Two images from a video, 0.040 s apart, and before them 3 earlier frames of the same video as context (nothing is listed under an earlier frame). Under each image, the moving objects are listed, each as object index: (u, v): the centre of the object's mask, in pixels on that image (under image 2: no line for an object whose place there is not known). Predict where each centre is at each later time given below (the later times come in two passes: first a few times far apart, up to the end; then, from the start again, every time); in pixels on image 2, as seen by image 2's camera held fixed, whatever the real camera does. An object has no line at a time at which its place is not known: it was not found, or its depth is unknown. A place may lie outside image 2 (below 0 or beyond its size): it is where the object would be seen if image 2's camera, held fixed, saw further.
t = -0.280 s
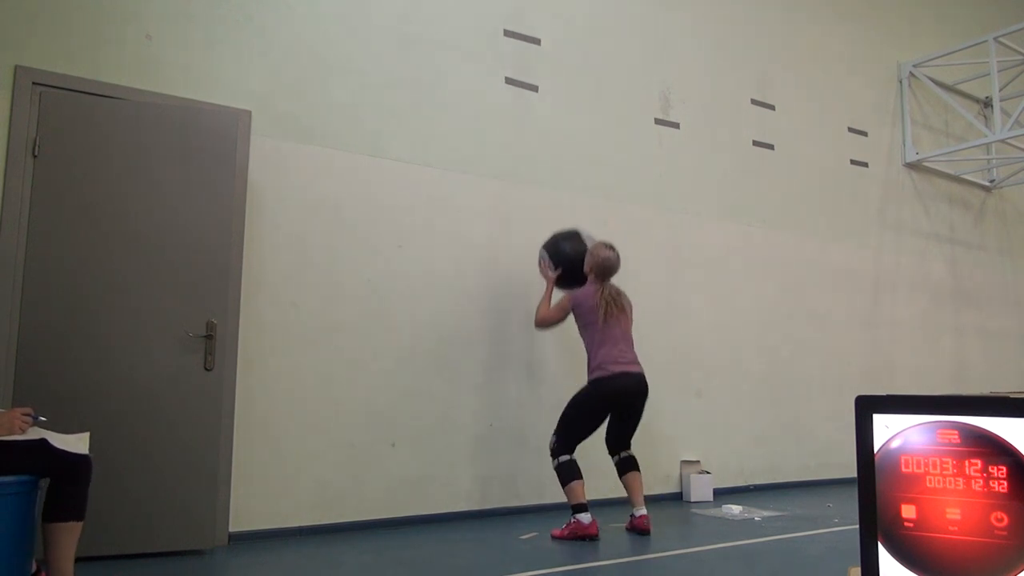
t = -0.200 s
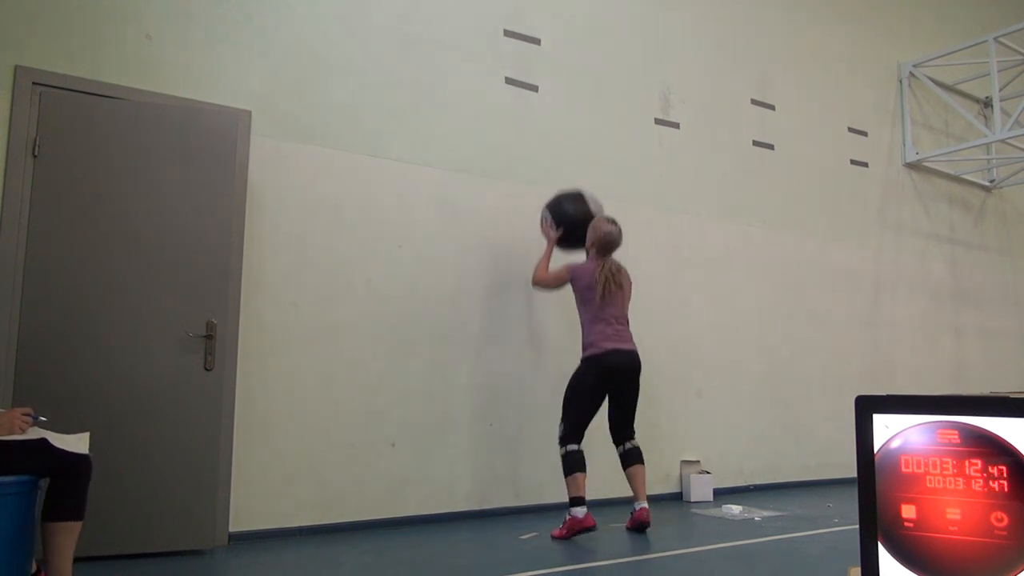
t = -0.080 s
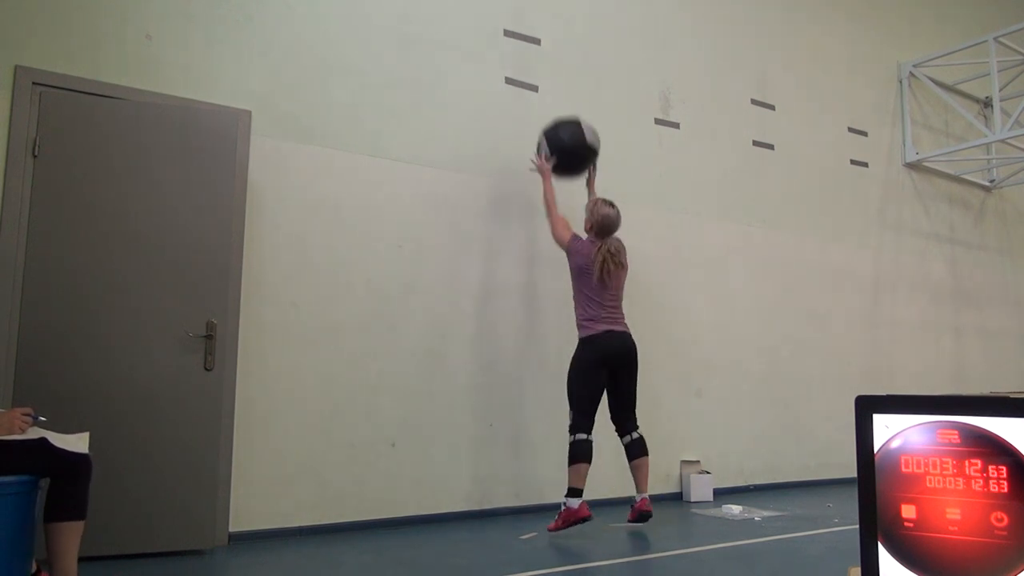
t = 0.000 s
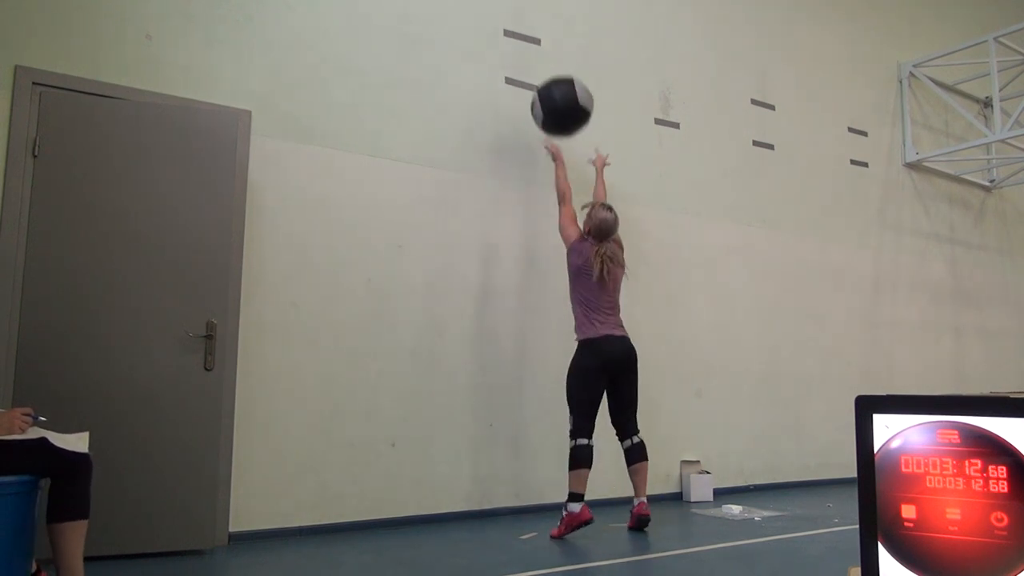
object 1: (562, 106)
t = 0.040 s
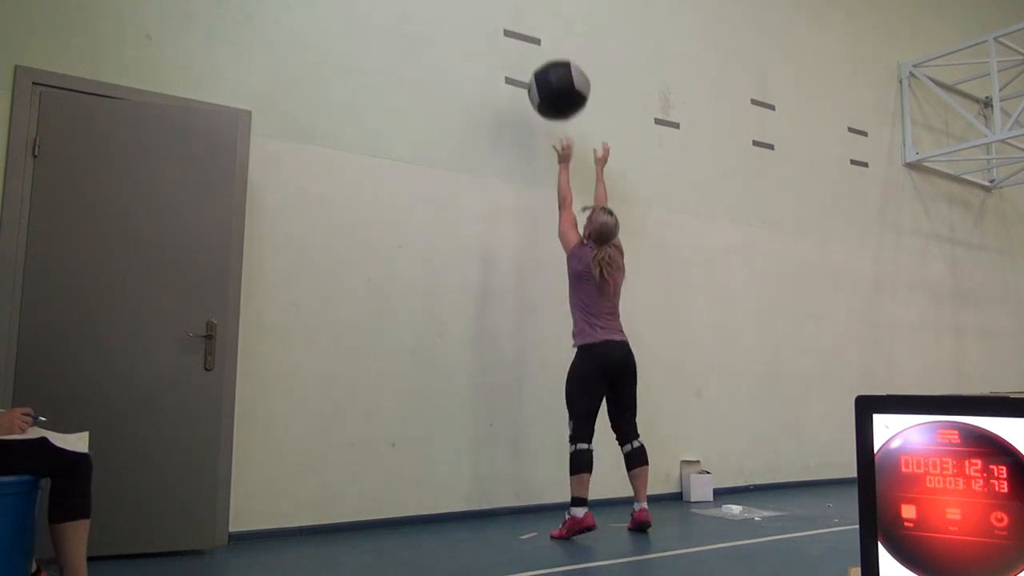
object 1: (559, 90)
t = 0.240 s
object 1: (544, 47)
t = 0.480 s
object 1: (542, 65)
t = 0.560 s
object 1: (545, 89)
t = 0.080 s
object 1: (555, 76)
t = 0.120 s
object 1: (552, 65)
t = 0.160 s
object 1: (549, 56)
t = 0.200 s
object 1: (547, 50)
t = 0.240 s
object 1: (544, 47)
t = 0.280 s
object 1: (541, 46)
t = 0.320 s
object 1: (538, 47)
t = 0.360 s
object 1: (539, 48)
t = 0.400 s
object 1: (540, 51)
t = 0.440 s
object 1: (541, 56)
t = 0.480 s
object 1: (542, 65)
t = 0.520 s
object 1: (543, 75)
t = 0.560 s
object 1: (545, 89)
